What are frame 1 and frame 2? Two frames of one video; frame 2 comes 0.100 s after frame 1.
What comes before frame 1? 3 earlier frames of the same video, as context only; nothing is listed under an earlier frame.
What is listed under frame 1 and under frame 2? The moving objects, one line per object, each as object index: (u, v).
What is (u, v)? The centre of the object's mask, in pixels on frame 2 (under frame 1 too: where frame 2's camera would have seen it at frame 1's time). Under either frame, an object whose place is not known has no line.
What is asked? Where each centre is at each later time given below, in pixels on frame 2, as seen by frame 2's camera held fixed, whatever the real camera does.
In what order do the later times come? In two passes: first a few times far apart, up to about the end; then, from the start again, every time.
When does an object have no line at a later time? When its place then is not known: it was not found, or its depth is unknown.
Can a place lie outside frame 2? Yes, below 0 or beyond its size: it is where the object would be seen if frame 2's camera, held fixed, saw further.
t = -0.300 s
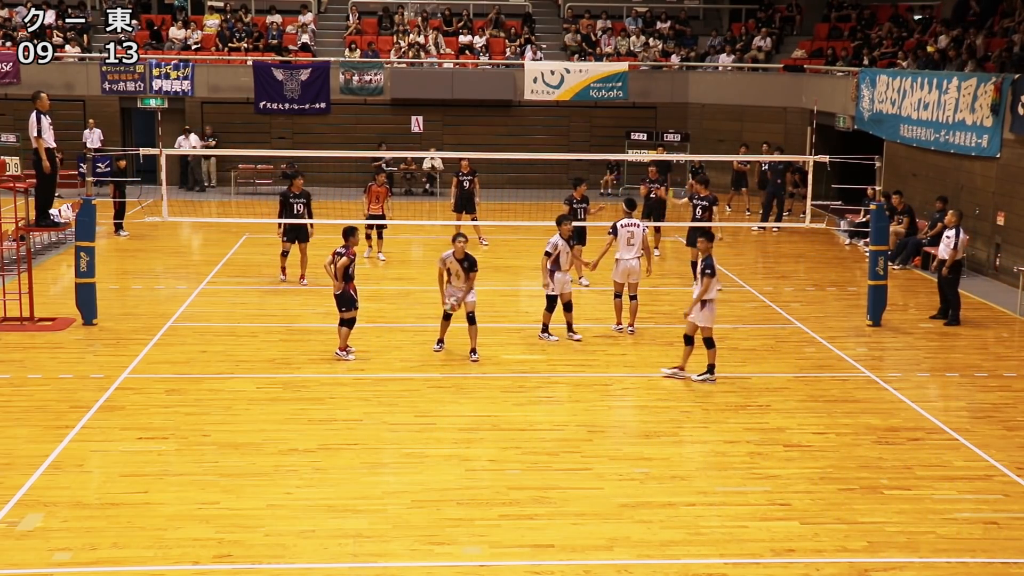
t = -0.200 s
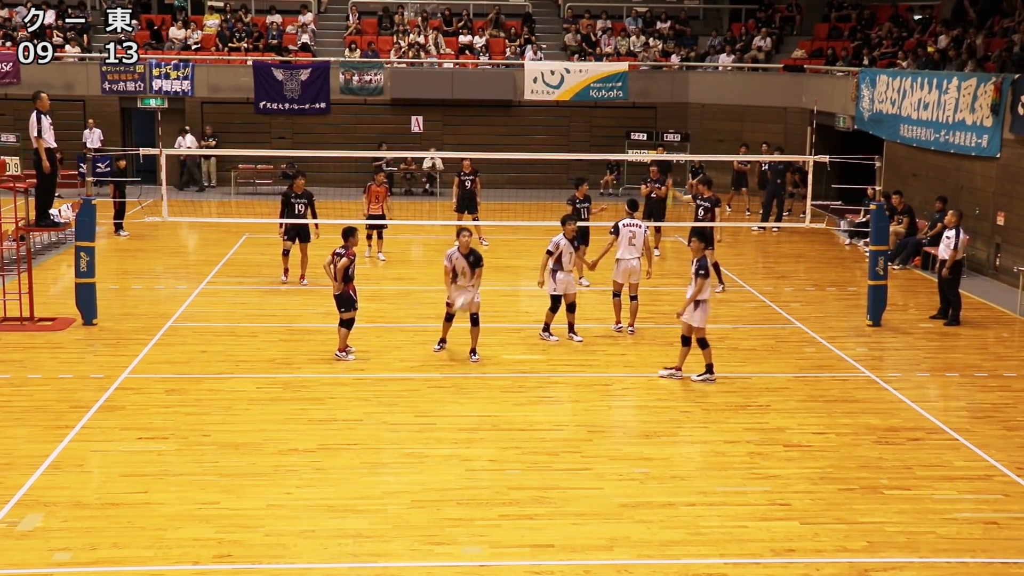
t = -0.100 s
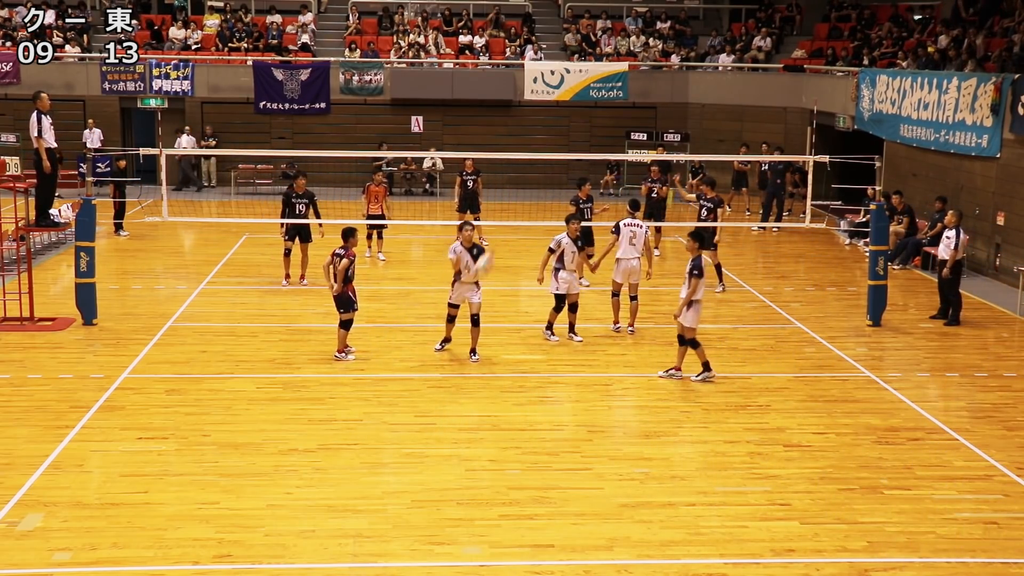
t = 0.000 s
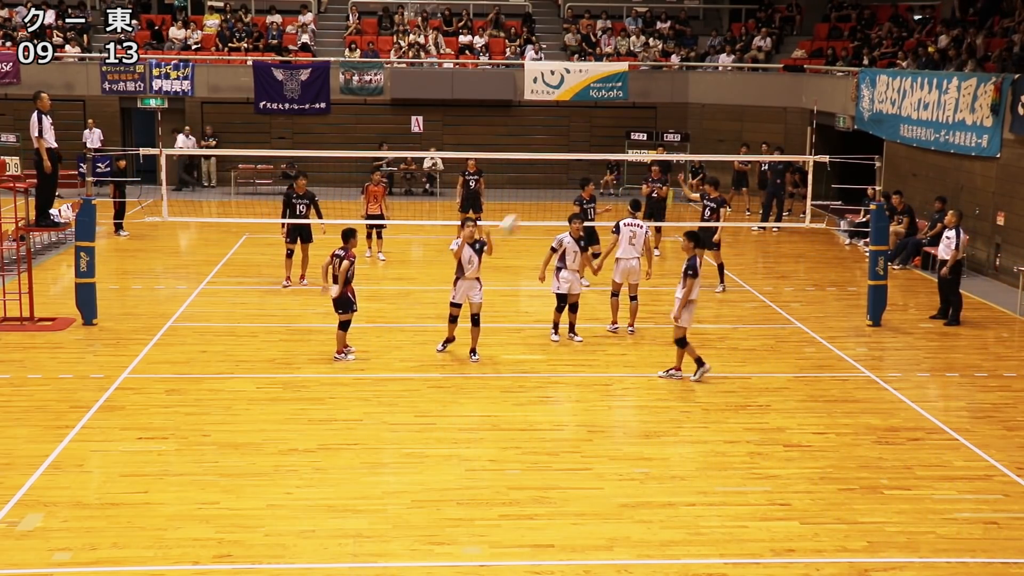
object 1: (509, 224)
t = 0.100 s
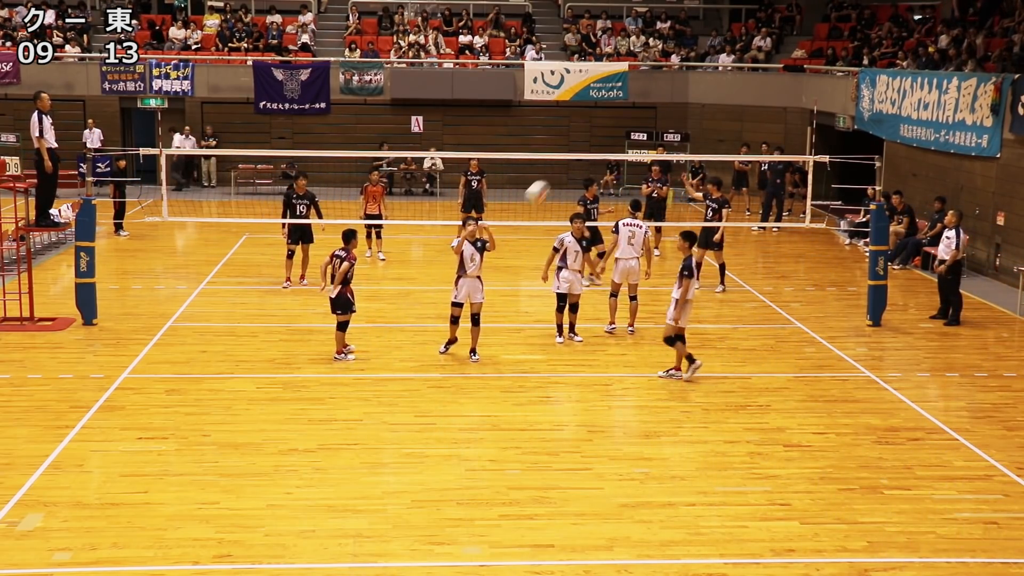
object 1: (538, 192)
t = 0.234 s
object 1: (577, 159)
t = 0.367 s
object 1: (620, 138)
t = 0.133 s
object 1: (547, 183)
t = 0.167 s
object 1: (557, 175)
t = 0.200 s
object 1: (566, 167)
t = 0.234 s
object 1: (577, 159)
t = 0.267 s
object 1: (588, 152)
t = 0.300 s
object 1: (599, 145)
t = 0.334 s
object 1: (610, 141)
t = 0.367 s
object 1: (620, 138)
